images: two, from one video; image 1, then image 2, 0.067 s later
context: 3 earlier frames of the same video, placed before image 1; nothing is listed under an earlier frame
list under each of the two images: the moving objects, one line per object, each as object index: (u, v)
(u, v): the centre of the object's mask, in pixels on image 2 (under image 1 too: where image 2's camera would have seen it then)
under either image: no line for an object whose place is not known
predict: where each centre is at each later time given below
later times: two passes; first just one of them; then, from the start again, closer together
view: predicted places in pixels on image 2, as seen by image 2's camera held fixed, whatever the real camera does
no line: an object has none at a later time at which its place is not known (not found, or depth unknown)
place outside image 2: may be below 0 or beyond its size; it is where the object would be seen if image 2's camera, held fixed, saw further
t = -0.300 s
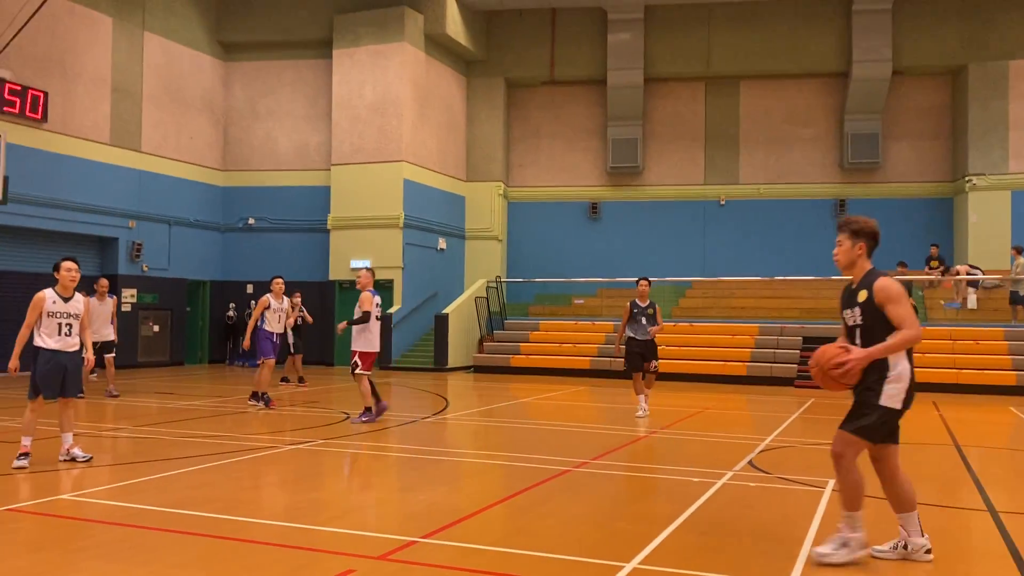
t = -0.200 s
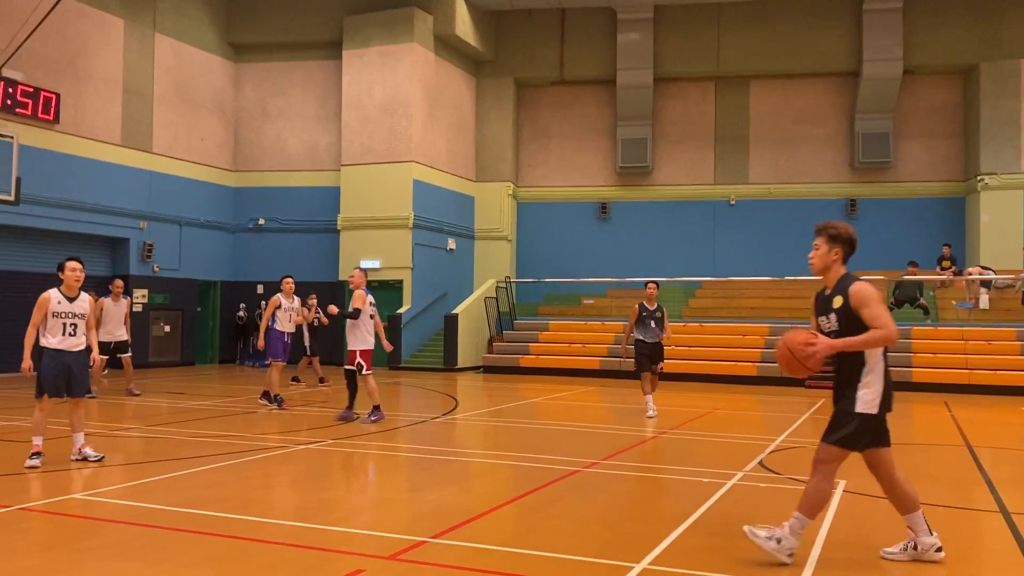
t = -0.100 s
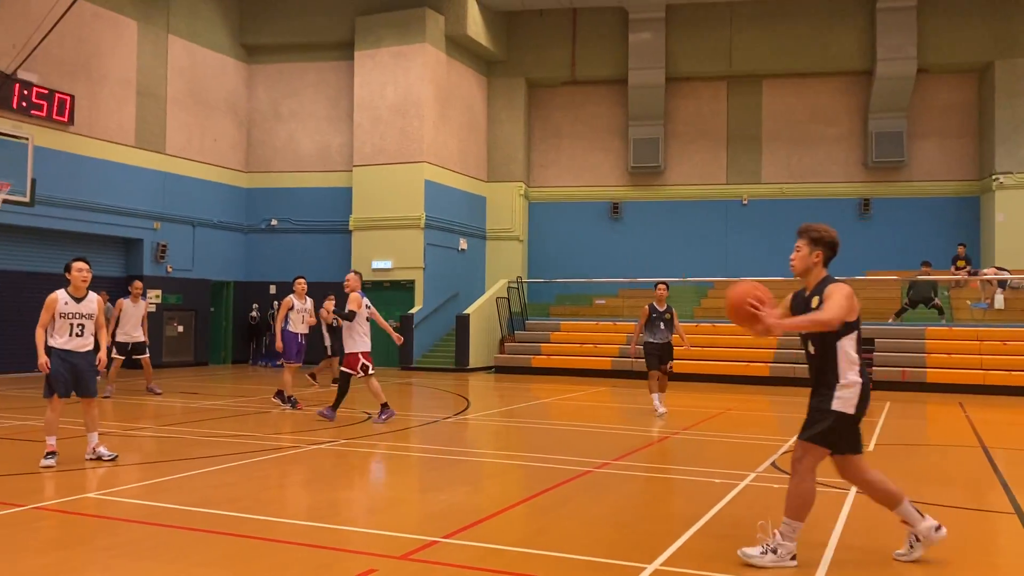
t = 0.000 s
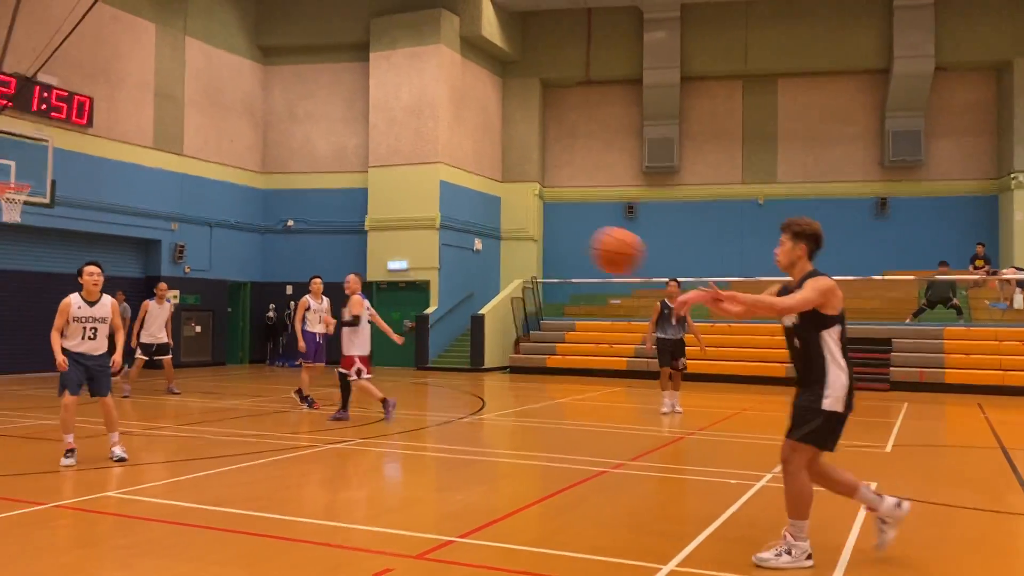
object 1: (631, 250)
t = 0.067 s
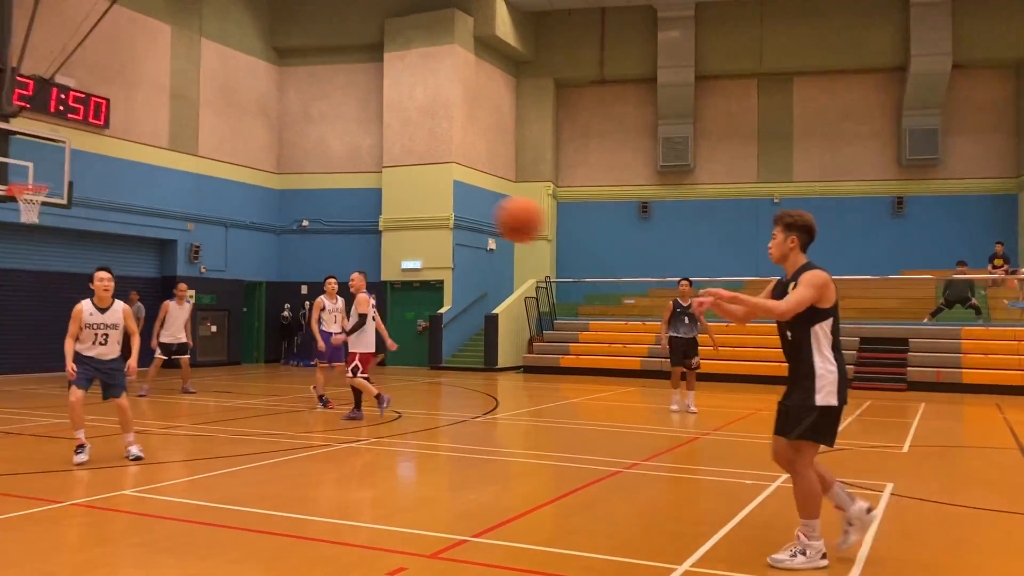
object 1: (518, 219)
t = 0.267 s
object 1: (192, 175)
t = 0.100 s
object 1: (465, 207)
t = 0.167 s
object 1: (356, 188)
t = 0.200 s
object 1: (301, 182)
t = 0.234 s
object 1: (246, 177)
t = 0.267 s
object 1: (192, 175)
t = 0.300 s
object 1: (137, 174)
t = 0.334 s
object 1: (83, 175)
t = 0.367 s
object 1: (28, 179)
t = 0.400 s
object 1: (-25, 183)
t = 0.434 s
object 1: (-78, 191)
